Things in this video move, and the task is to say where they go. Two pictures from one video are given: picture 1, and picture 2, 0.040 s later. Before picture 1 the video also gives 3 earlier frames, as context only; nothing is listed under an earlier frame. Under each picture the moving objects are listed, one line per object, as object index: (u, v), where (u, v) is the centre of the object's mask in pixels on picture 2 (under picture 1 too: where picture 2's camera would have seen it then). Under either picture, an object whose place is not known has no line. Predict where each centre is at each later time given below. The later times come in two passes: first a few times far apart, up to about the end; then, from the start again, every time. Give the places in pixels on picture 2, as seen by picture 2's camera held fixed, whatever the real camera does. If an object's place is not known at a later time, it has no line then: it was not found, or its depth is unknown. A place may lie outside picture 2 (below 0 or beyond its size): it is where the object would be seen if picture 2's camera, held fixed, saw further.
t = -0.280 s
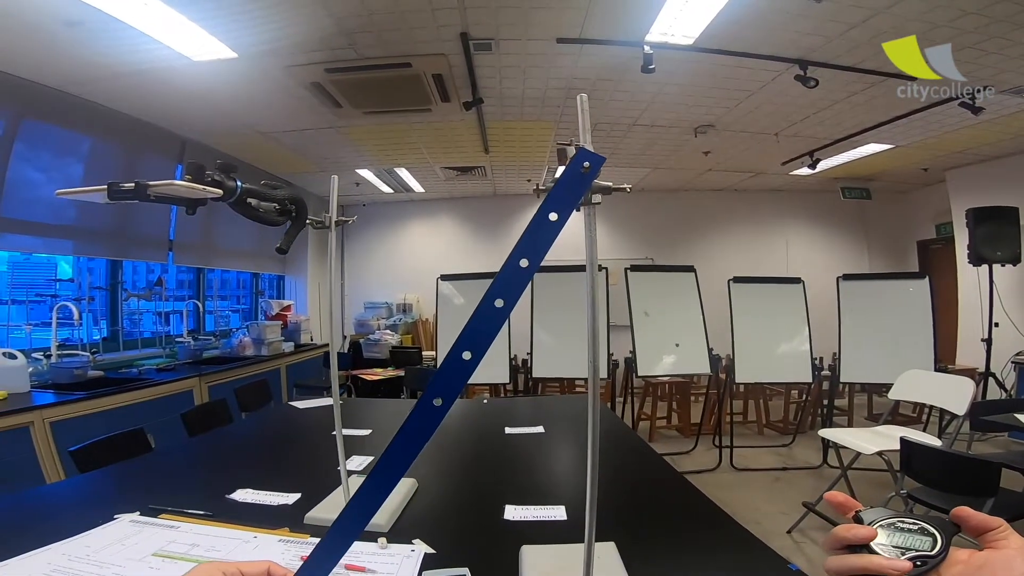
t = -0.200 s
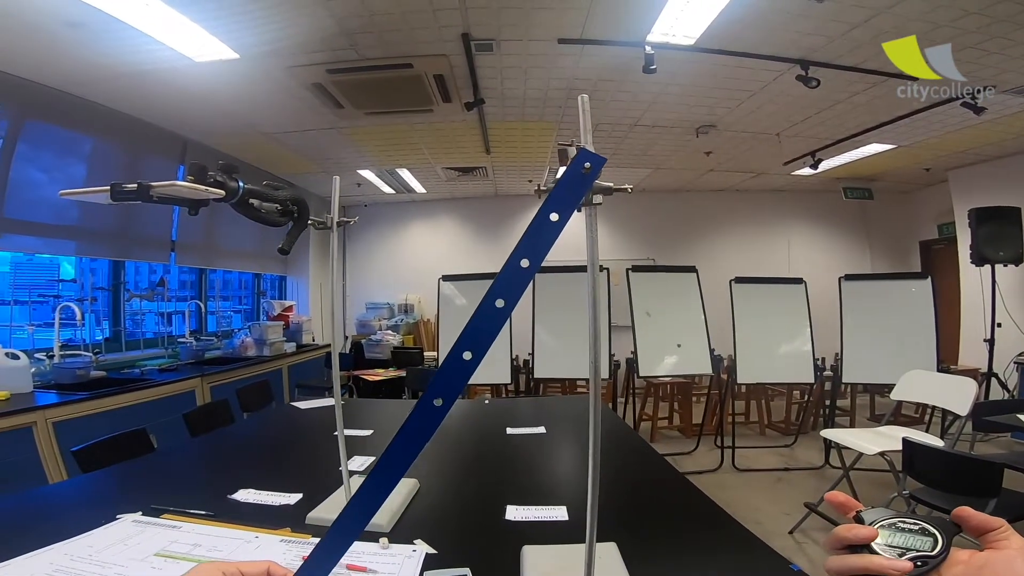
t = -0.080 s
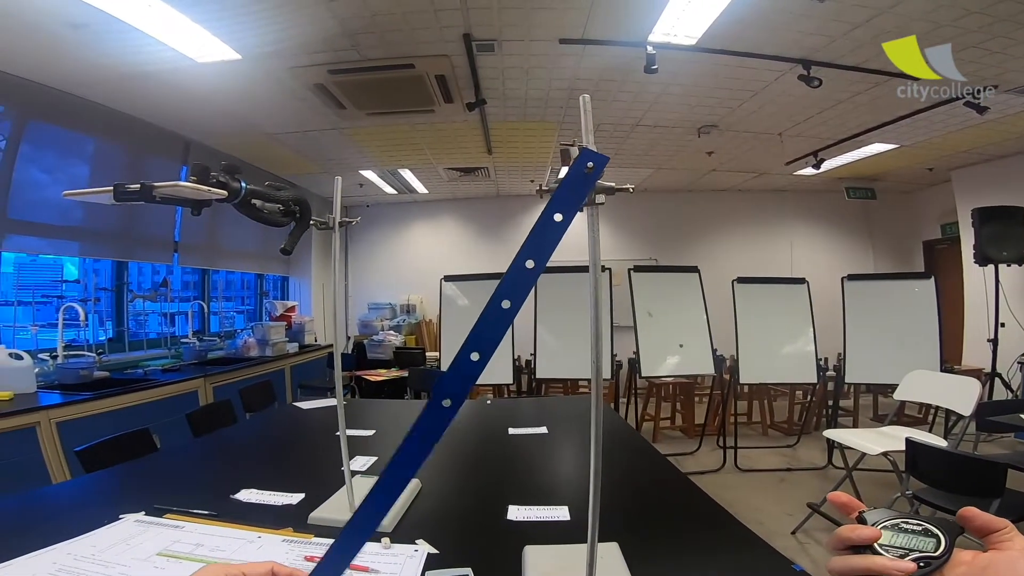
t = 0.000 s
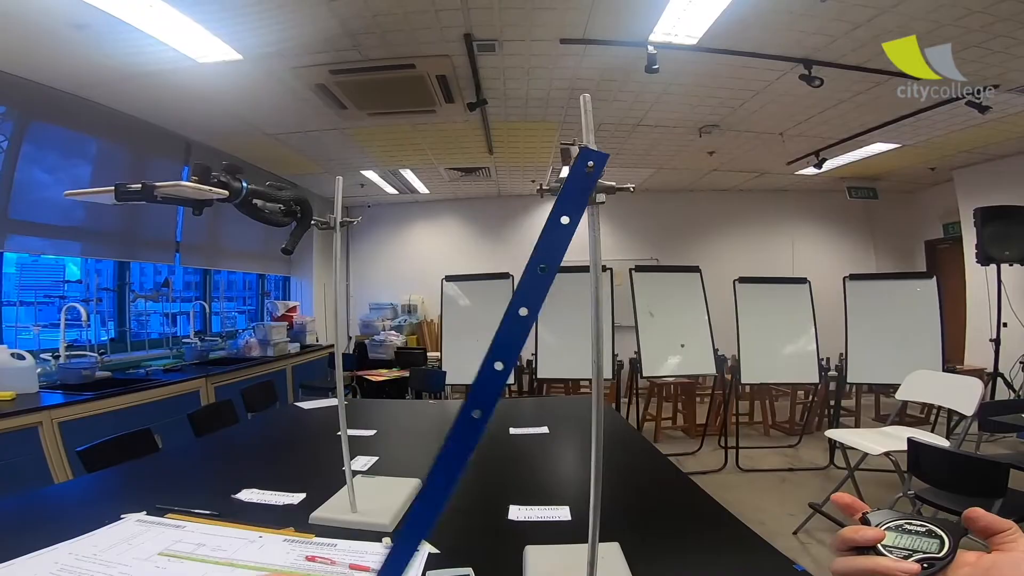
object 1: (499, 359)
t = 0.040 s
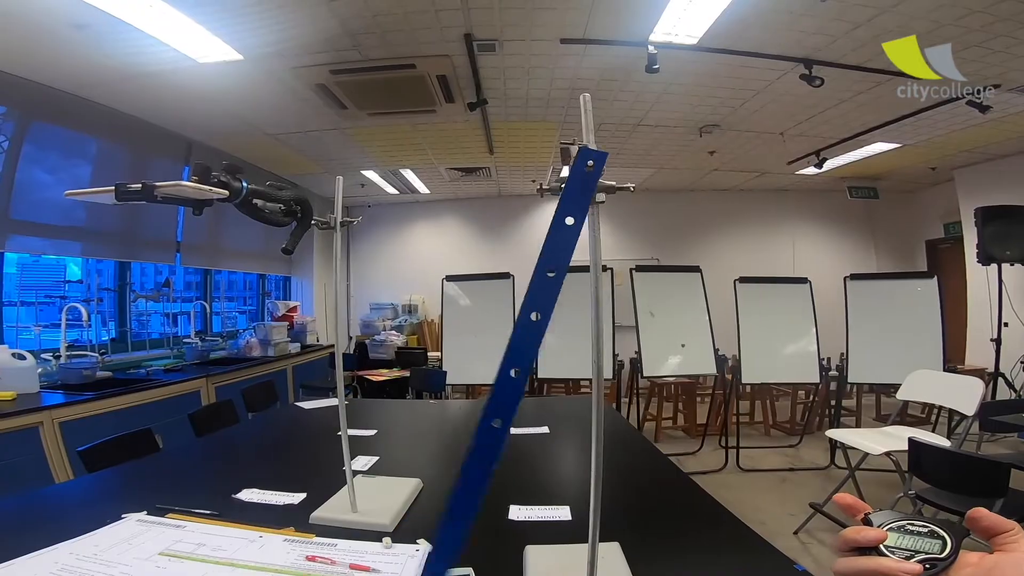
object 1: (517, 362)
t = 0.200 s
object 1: (609, 361)
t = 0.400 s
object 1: (703, 364)
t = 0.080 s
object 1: (538, 360)
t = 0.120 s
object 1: (562, 354)
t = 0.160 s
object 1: (585, 358)
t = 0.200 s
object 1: (609, 361)
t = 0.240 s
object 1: (633, 361)
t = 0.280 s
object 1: (655, 362)
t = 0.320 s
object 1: (674, 359)
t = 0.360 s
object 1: (690, 363)
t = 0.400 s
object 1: (703, 364)
